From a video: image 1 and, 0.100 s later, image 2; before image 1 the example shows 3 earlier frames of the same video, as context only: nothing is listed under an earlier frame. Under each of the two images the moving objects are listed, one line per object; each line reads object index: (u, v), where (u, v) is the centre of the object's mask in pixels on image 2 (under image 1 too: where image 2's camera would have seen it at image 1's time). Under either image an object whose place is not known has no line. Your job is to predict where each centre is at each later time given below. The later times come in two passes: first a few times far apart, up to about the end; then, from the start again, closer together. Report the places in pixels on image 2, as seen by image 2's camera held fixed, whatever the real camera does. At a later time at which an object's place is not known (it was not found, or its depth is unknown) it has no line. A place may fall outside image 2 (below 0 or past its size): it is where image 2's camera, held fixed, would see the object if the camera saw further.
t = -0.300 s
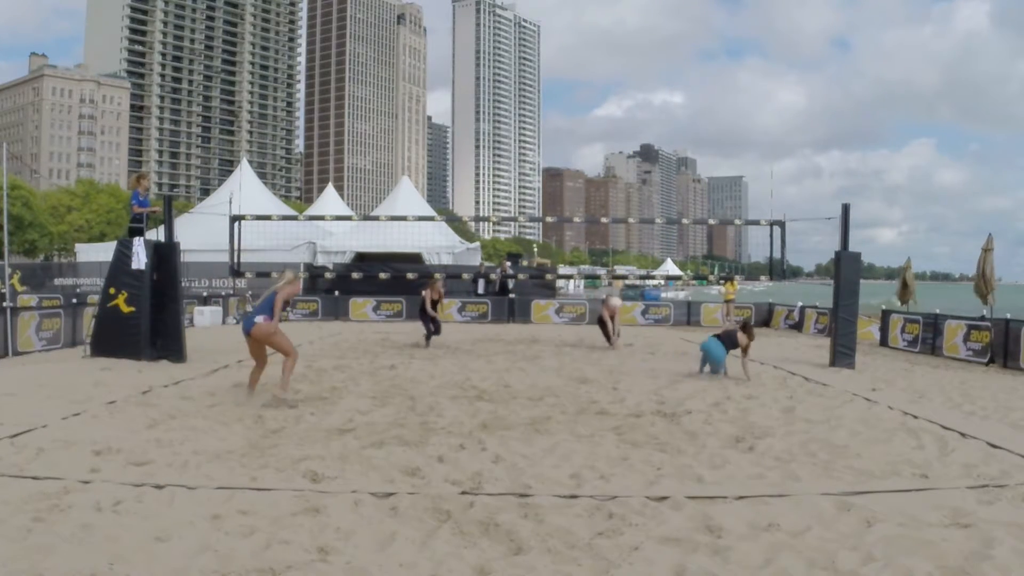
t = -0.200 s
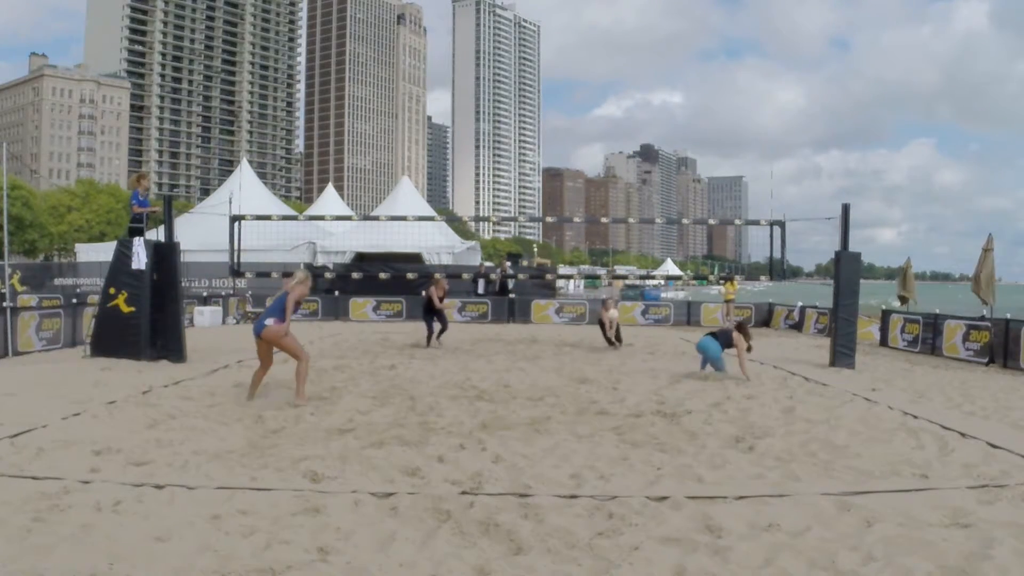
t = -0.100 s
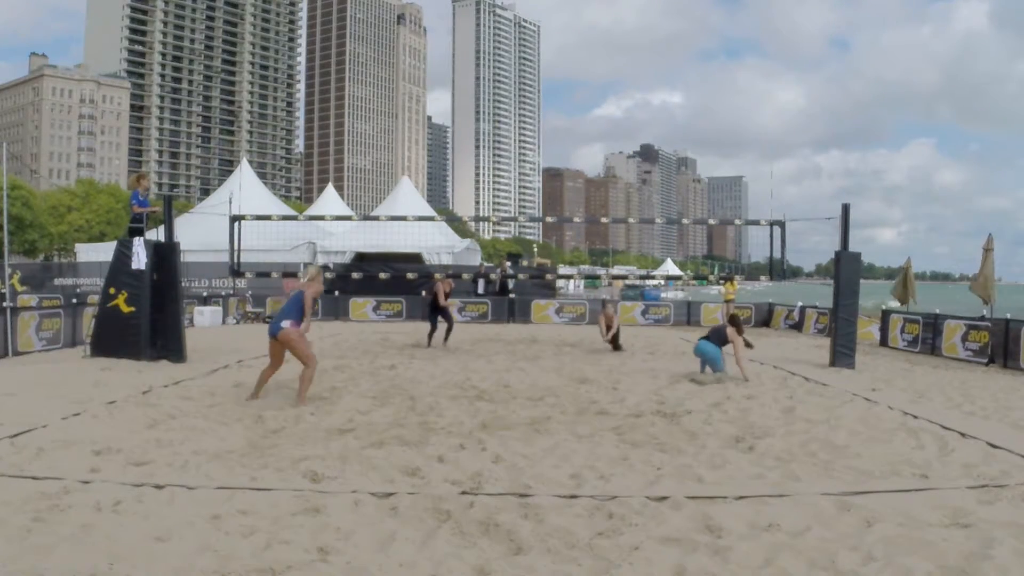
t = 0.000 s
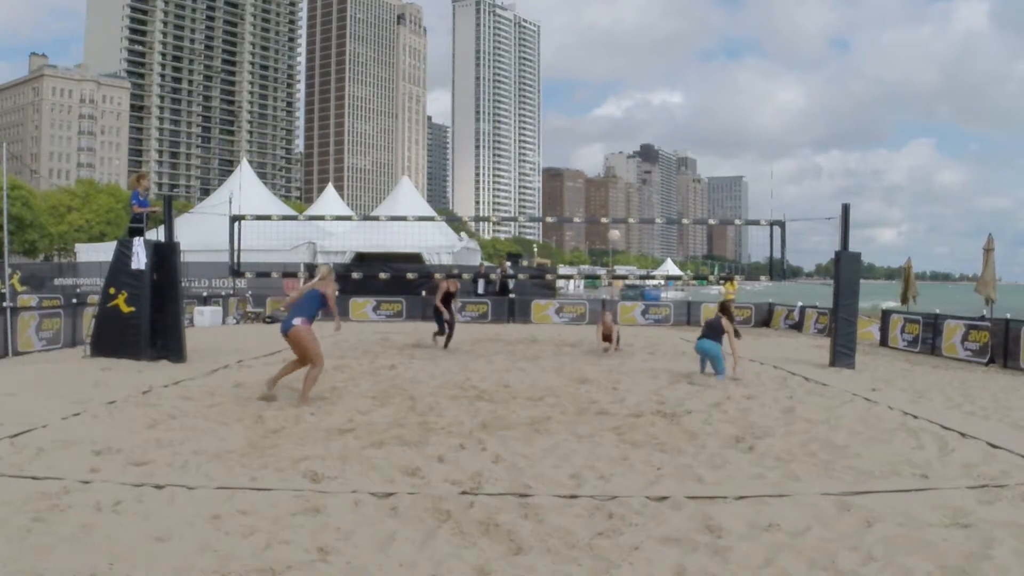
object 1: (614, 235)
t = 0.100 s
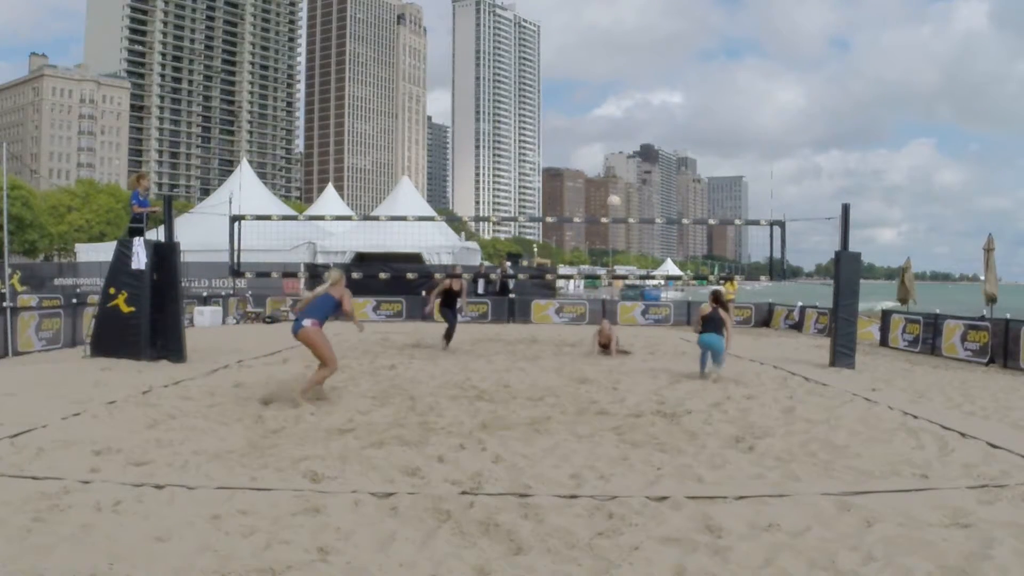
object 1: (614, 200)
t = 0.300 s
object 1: (611, 144)
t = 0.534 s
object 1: (605, 102)
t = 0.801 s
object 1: (594, 95)
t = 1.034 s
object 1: (579, 140)
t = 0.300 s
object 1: (611, 144)
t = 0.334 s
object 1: (609, 137)
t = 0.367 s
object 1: (610, 129)
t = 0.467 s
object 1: (607, 112)
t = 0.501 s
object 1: (605, 107)
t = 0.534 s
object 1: (605, 102)
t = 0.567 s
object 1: (604, 99)
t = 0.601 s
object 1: (603, 95)
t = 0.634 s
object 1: (601, 93)
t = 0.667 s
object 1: (600, 92)
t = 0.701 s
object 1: (599, 91)
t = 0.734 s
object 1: (598, 91)
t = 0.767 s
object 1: (596, 92)
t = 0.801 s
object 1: (594, 95)
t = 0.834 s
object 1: (593, 97)
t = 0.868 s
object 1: (591, 100)
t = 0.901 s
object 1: (588, 105)
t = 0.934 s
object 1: (587, 112)
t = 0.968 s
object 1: (585, 120)
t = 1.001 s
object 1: (582, 129)
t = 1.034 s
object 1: (579, 140)
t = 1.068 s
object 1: (576, 152)
